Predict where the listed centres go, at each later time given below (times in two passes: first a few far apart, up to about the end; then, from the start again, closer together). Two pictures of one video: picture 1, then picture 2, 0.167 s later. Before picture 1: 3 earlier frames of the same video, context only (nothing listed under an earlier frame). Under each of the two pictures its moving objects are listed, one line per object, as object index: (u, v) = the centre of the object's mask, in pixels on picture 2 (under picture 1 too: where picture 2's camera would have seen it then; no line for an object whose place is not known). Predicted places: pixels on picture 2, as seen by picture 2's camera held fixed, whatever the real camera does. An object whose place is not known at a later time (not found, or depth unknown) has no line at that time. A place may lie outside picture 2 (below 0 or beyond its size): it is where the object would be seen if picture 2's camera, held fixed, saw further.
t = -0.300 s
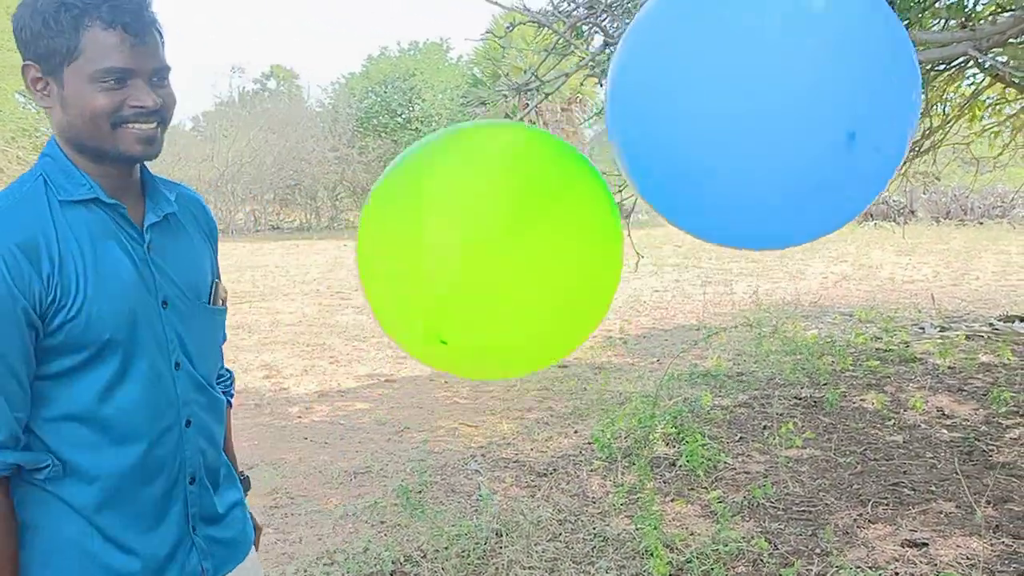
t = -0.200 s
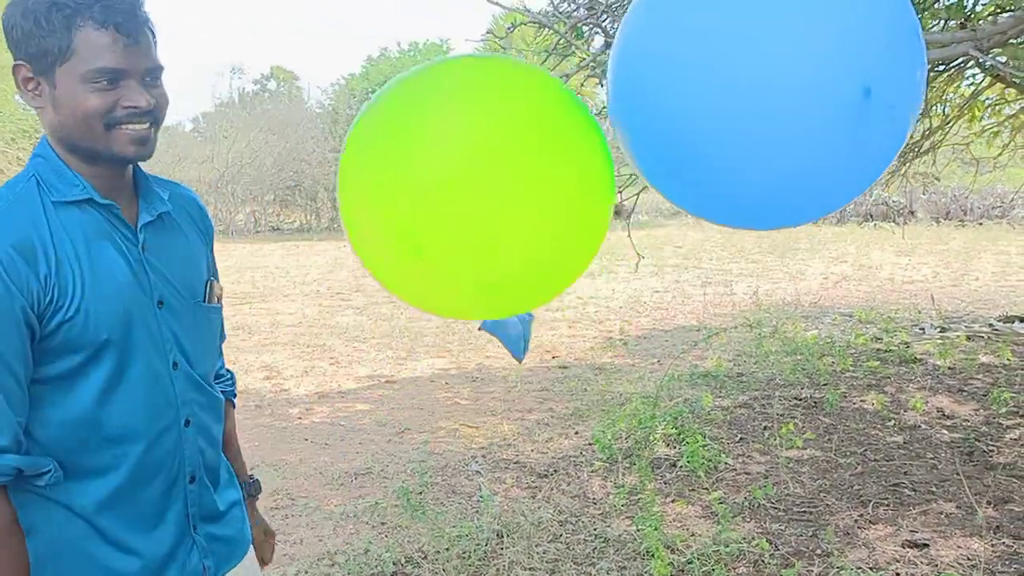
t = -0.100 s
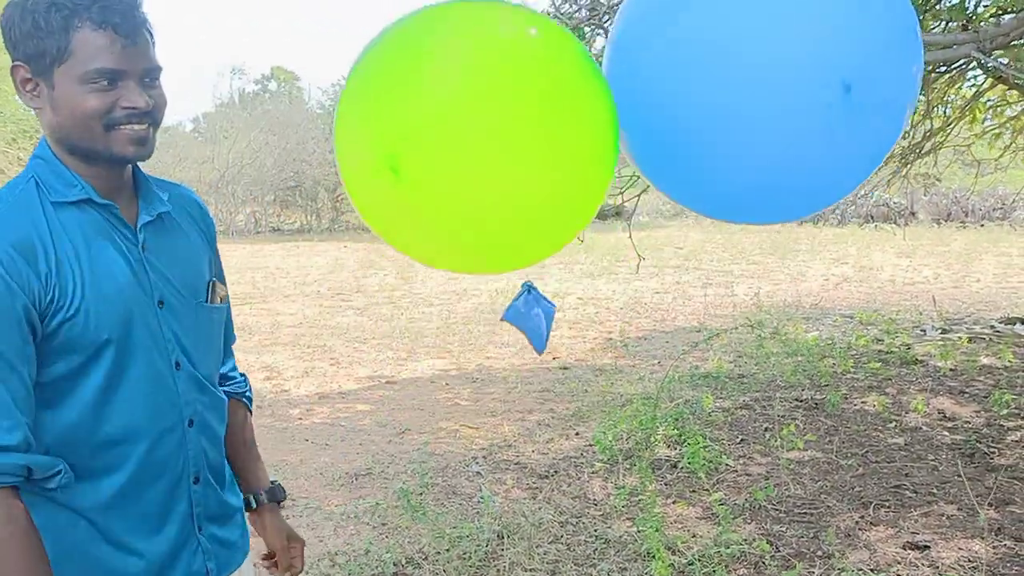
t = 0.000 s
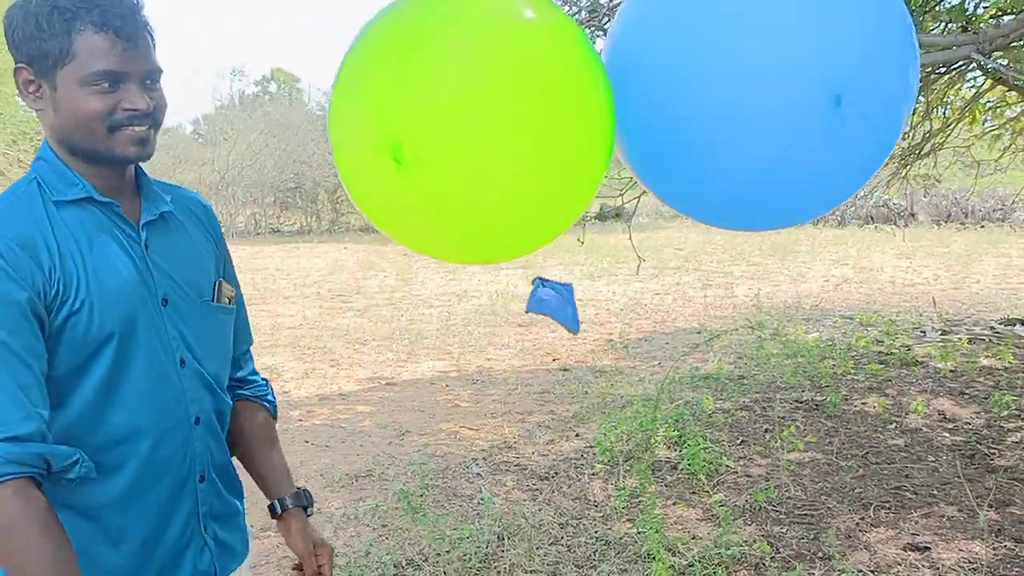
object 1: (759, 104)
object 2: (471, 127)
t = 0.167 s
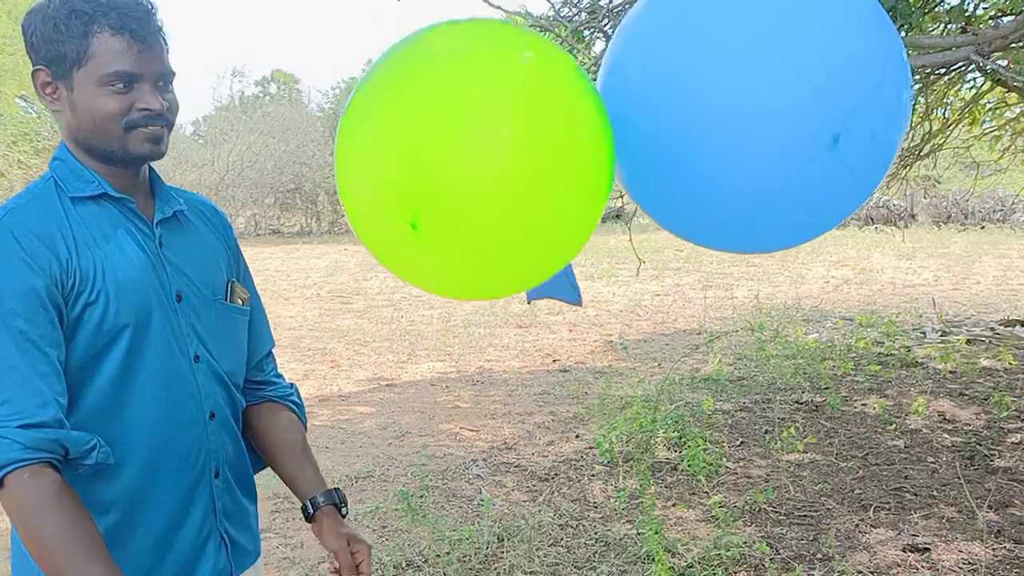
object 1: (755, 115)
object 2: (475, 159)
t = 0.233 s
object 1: (752, 122)
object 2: (477, 186)
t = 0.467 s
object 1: (735, 144)
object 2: (465, 269)
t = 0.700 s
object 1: (675, 166)
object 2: (470, 336)
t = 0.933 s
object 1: (605, 156)
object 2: (455, 354)
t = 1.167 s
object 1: (545, 140)
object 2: (421, 341)
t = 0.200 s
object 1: (753, 118)
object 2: (476, 173)
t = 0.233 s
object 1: (752, 122)
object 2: (477, 186)
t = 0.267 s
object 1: (750, 125)
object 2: (477, 200)
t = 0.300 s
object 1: (749, 128)
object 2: (475, 213)
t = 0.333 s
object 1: (748, 131)
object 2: (473, 226)
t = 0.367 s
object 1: (746, 134)
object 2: (470, 239)
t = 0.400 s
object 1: (743, 137)
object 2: (468, 250)
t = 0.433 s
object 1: (740, 140)
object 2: (466, 259)
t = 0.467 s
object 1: (735, 144)
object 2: (465, 269)
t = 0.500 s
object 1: (729, 149)
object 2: (465, 281)
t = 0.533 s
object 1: (722, 154)
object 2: (466, 292)
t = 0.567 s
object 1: (713, 159)
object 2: (469, 302)
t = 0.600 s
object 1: (702, 164)
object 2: (472, 312)
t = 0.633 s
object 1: (694, 165)
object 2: (470, 324)
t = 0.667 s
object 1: (685, 166)
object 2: (469, 332)
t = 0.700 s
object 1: (675, 166)
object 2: (470, 336)
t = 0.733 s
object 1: (665, 167)
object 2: (469, 342)
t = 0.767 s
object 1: (655, 167)
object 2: (466, 347)
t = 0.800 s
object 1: (644, 167)
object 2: (464, 350)
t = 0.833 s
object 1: (634, 166)
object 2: (462, 351)
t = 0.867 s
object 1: (624, 163)
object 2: (460, 353)
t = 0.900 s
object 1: (615, 160)
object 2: (457, 353)
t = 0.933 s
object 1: (605, 156)
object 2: (455, 354)
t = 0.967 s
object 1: (596, 152)
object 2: (451, 354)
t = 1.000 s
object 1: (586, 149)
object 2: (447, 353)
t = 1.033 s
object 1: (577, 146)
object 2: (443, 352)
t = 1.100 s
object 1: (560, 142)
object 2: (433, 348)
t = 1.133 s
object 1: (553, 141)
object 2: (427, 345)
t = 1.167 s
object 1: (545, 140)
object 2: (421, 341)
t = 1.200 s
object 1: (539, 141)
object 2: (414, 337)
